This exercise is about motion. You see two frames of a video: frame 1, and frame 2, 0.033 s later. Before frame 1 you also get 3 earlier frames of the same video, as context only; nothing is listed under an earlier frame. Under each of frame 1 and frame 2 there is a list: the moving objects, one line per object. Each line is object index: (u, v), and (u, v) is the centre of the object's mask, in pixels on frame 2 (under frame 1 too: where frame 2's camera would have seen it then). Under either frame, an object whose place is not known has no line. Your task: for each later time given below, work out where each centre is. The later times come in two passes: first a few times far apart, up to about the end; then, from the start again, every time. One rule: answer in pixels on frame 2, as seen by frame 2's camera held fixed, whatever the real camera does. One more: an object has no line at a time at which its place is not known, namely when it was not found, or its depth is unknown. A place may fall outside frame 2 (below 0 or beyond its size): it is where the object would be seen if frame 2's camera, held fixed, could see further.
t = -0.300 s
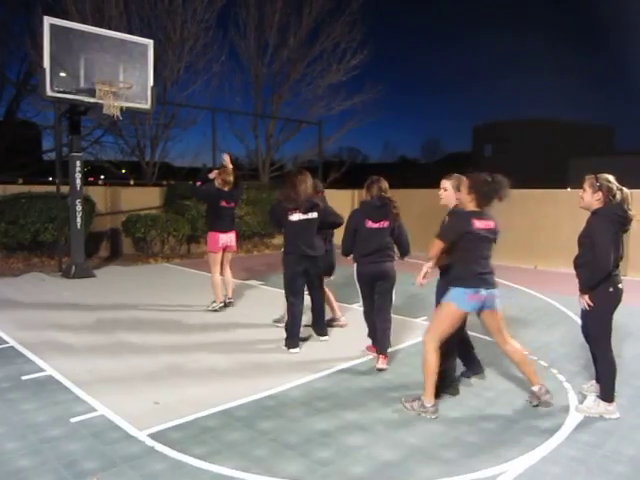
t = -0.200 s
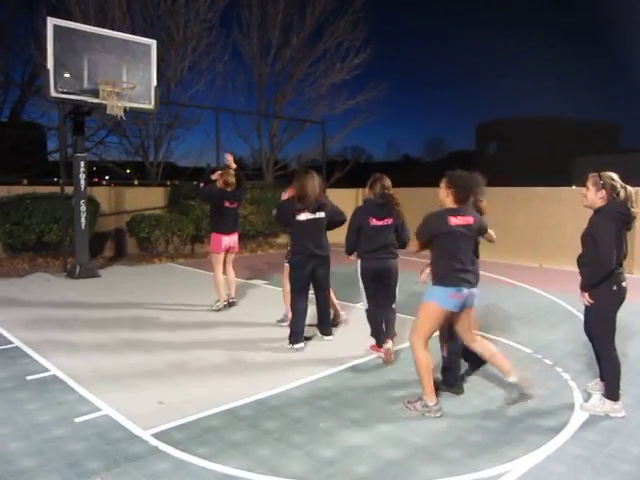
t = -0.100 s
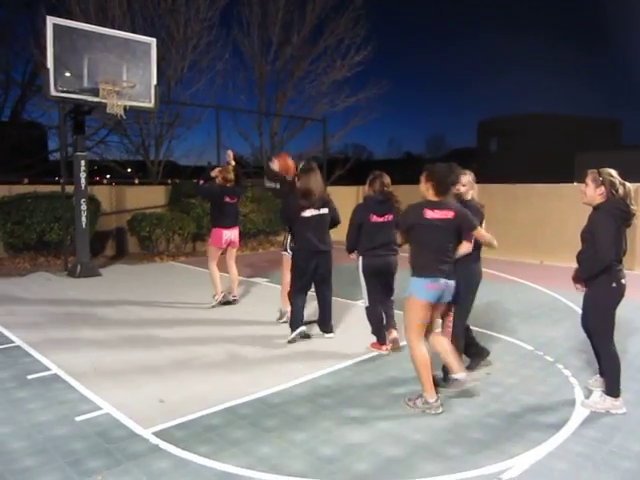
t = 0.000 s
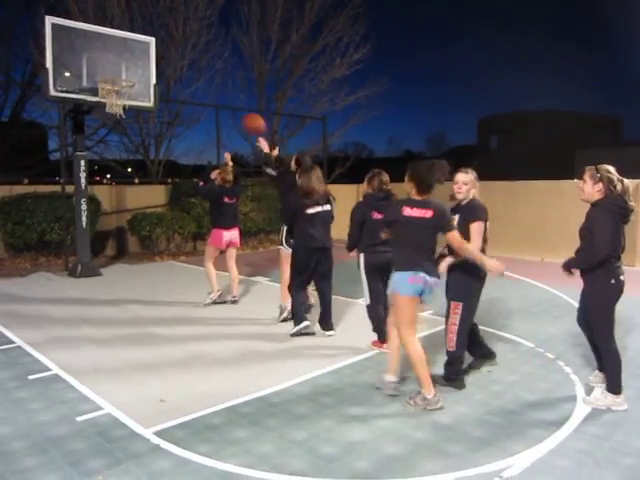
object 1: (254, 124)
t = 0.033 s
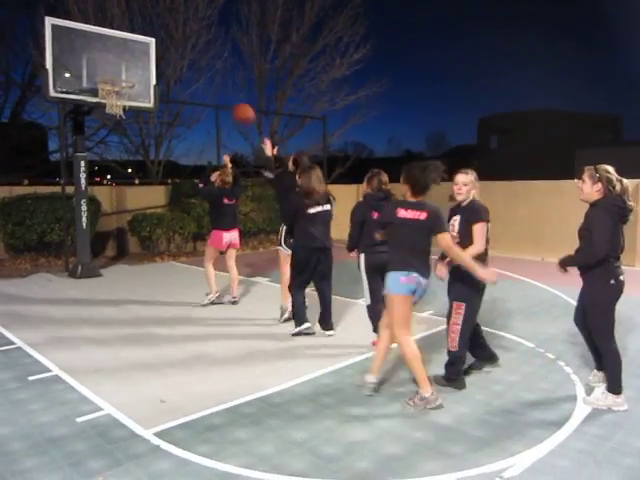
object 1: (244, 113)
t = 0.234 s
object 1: (189, 73)
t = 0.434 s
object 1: (143, 69)
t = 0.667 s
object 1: (150, 88)
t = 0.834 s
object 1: (166, 126)
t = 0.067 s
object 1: (234, 104)
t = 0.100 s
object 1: (225, 95)
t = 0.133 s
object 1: (215, 88)
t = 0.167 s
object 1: (206, 82)
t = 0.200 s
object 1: (197, 78)
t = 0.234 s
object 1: (189, 73)
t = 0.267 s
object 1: (181, 70)
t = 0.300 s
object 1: (173, 68)
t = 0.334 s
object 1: (166, 67)
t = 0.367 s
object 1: (158, 67)
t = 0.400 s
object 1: (150, 67)
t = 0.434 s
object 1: (143, 69)
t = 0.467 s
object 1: (137, 71)
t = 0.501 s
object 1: (135, 73)
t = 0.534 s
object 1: (138, 74)
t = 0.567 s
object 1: (140, 76)
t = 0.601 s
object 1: (143, 79)
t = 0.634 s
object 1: (146, 83)
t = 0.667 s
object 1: (150, 88)
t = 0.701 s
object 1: (153, 94)
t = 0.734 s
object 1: (156, 100)
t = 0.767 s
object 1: (160, 108)
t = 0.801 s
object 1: (162, 116)
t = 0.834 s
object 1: (166, 126)
